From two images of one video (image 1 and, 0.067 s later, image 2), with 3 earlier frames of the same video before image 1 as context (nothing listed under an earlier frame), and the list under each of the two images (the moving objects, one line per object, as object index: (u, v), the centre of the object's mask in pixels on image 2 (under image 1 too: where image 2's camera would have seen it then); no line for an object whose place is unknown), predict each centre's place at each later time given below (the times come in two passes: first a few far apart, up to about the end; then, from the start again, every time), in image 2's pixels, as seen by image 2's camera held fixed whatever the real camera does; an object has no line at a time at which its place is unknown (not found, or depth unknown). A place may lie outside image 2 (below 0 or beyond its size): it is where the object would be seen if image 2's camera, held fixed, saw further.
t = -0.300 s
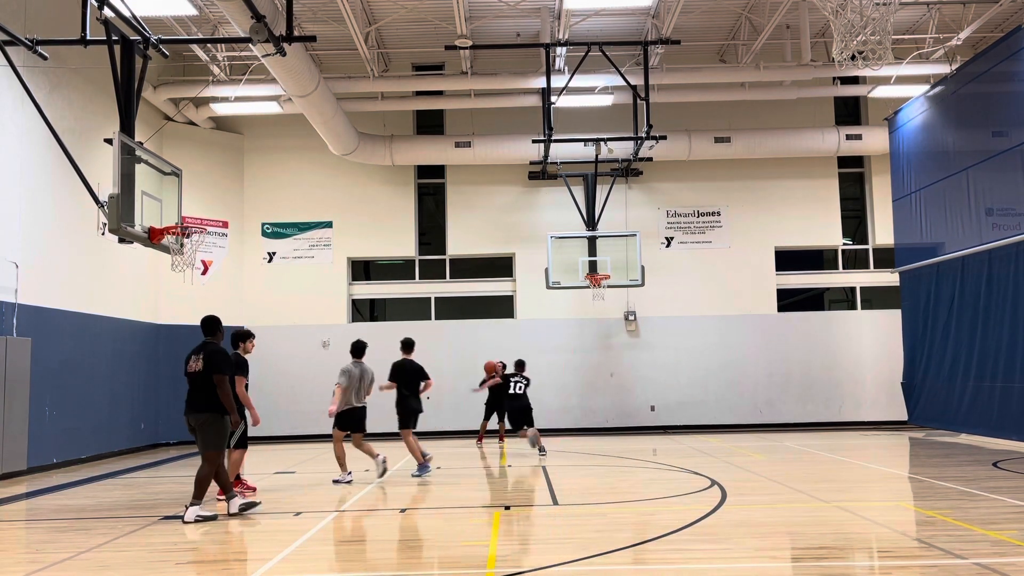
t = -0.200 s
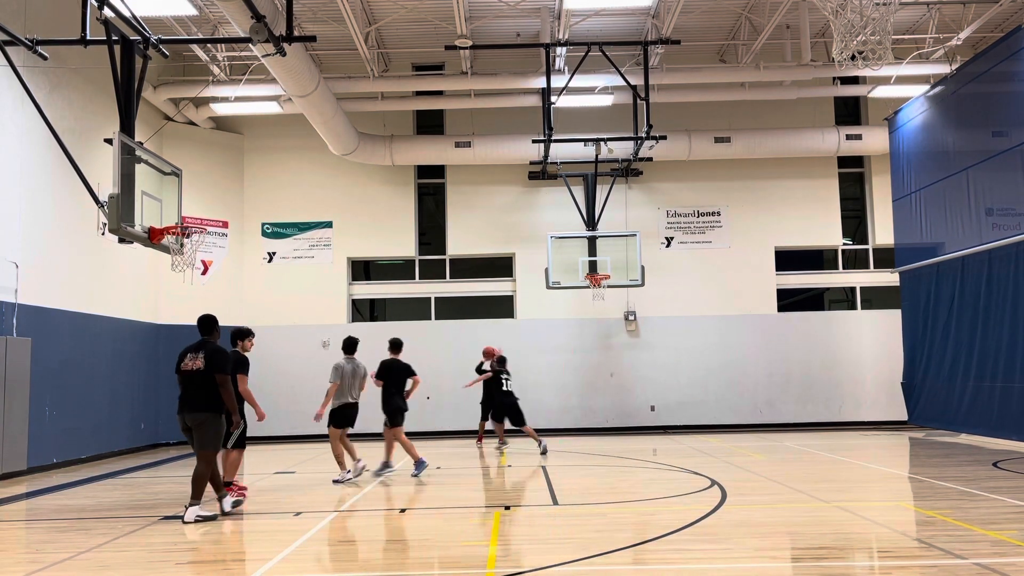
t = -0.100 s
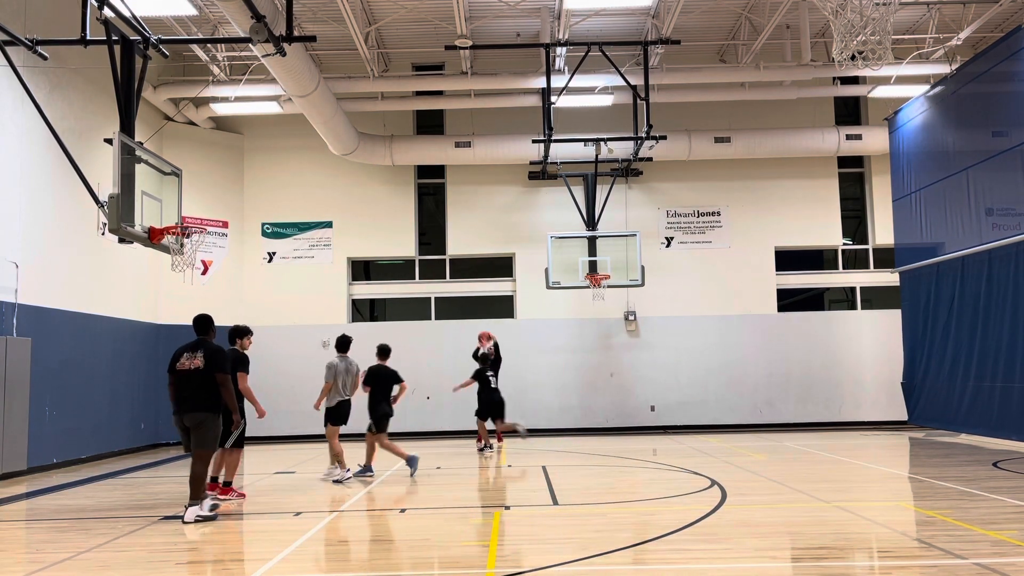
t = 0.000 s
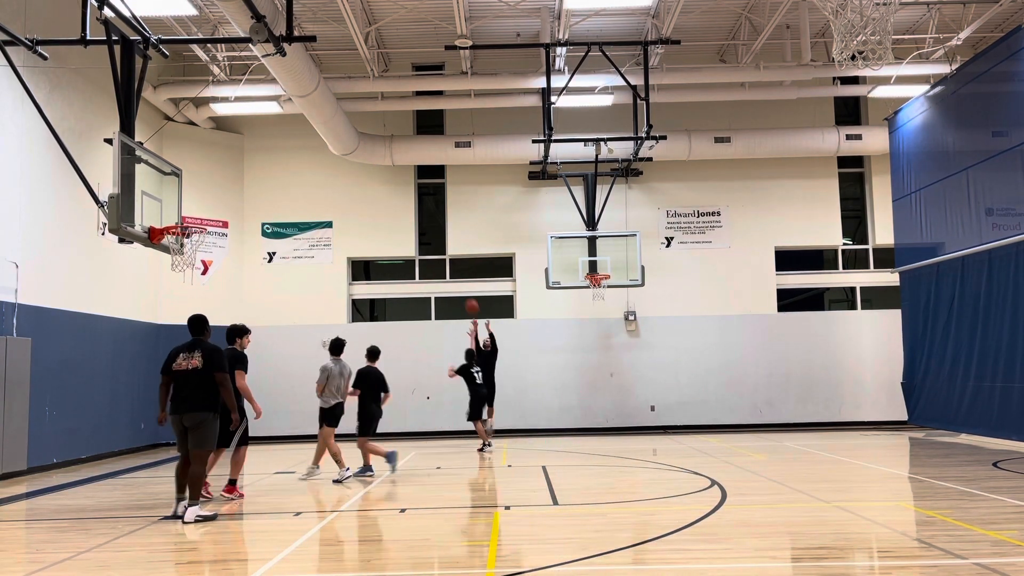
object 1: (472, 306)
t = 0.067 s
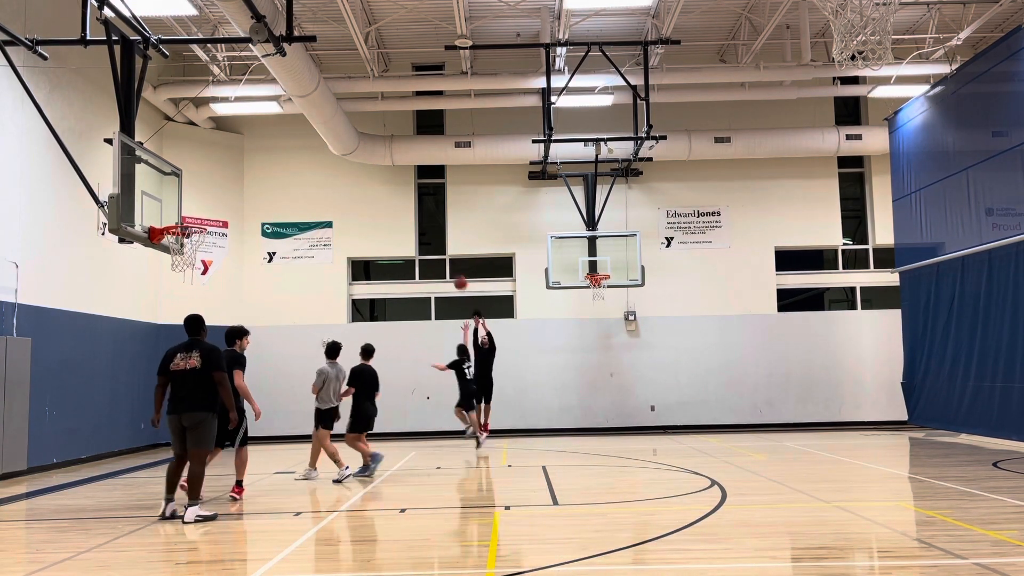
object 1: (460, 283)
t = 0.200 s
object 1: (437, 242)
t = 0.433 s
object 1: (393, 188)
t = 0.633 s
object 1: (352, 164)
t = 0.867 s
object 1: (298, 168)
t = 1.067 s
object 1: (244, 203)
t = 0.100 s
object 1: (455, 272)
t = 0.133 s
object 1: (450, 262)
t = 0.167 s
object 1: (443, 251)
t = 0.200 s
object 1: (437, 242)
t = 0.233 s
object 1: (431, 233)
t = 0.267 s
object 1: (425, 225)
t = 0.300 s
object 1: (419, 217)
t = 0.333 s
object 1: (413, 208)
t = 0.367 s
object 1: (406, 201)
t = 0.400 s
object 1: (400, 194)
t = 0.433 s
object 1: (393, 188)
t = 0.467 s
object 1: (387, 183)
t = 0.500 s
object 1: (380, 178)
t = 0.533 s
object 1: (373, 174)
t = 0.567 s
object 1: (366, 170)
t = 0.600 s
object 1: (359, 167)
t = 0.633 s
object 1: (352, 164)
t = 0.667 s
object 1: (345, 163)
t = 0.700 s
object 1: (337, 162)
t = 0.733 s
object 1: (330, 161)
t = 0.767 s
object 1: (322, 162)
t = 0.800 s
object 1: (314, 163)
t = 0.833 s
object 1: (306, 165)
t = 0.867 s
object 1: (298, 168)
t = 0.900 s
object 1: (289, 171)
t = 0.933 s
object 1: (281, 176)
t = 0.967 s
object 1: (272, 181)
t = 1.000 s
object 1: (262, 188)
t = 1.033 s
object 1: (253, 195)
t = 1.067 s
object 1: (244, 203)
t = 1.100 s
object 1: (234, 212)
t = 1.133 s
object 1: (224, 223)
